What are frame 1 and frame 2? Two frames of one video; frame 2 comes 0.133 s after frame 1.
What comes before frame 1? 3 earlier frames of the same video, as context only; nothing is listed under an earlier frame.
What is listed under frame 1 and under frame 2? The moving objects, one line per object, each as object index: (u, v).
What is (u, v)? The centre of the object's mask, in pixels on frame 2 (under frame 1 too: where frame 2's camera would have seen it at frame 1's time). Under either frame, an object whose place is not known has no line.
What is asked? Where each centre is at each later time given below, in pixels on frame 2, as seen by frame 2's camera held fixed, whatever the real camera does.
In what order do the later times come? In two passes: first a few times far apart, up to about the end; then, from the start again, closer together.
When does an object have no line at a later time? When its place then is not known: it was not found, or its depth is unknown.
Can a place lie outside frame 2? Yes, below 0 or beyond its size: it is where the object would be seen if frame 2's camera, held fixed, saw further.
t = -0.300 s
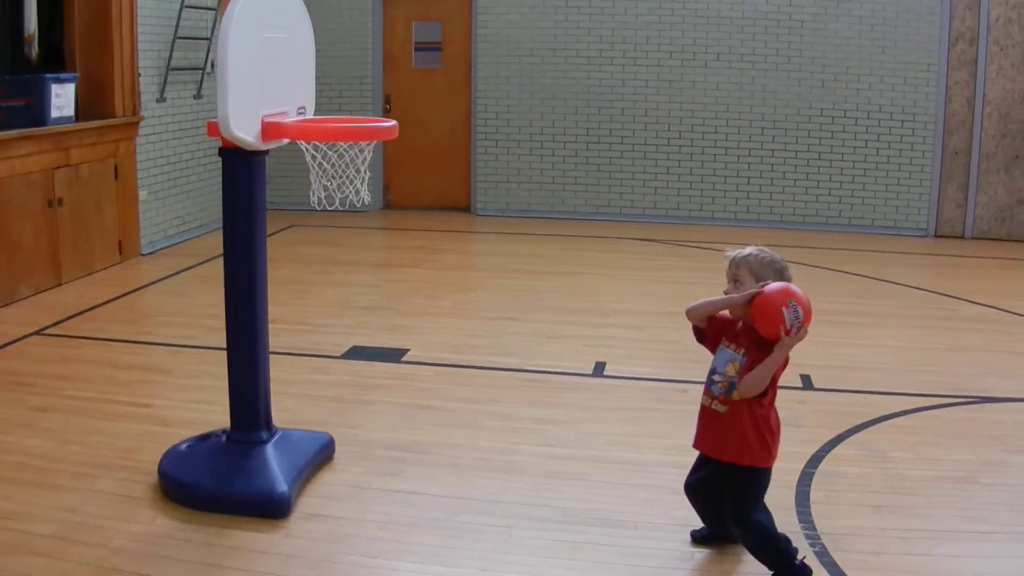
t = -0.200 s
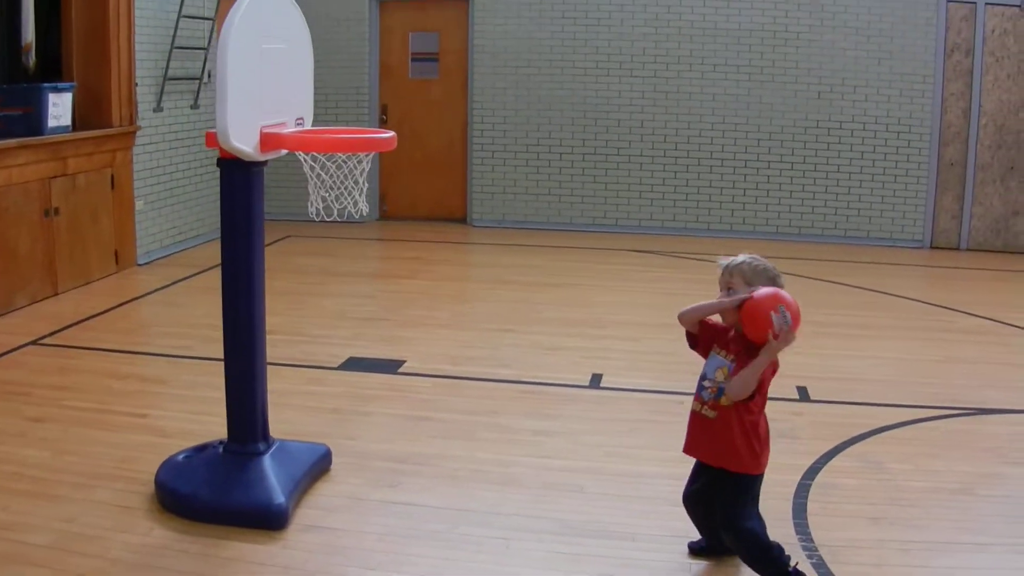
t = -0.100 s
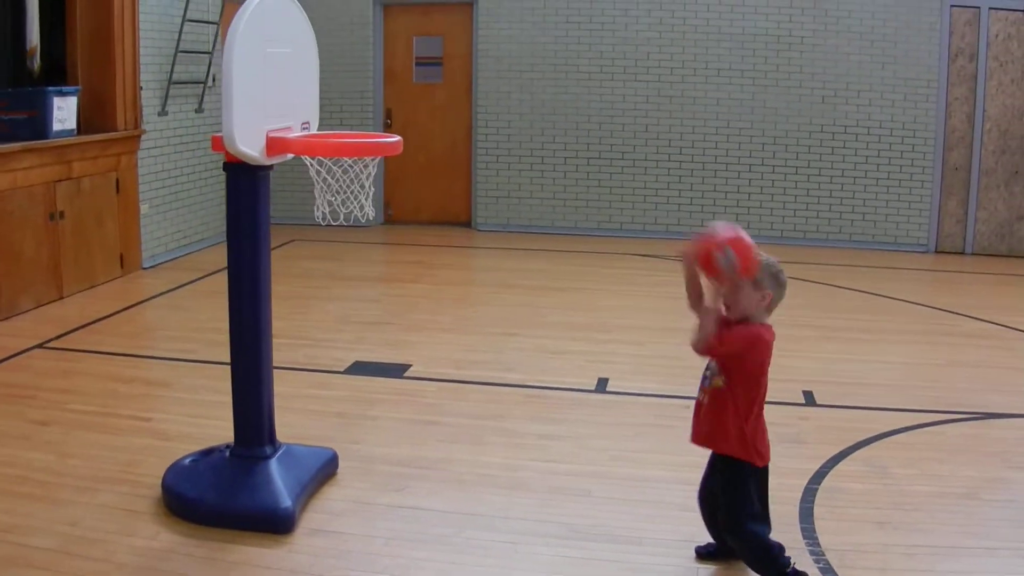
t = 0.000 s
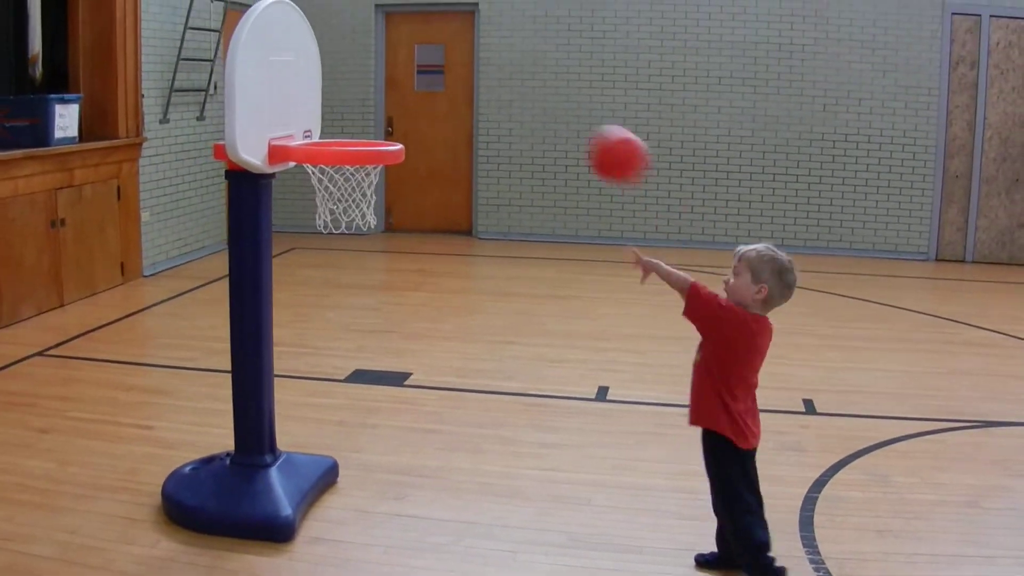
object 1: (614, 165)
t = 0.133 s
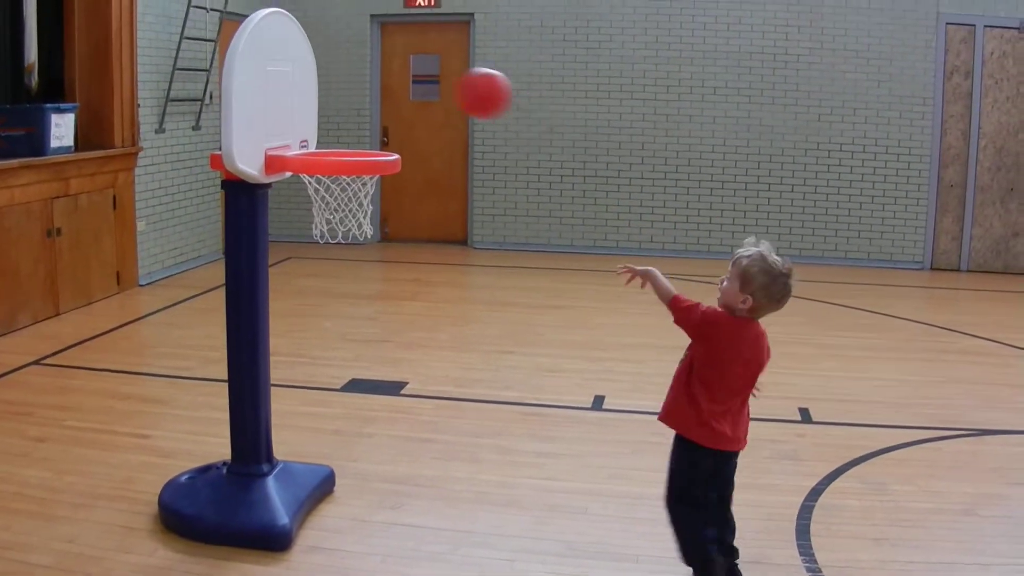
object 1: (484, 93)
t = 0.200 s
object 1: (432, 82)
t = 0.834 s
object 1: (157, 336)
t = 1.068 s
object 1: (121, 270)
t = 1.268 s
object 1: (96, 289)
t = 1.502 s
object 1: (73, 309)
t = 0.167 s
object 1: (457, 86)
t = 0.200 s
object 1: (432, 82)
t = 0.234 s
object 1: (405, 82)
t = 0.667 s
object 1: (203, 273)
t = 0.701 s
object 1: (192, 296)
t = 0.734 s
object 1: (180, 323)
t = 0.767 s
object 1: (171, 349)
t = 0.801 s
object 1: (163, 354)
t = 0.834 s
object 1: (157, 336)
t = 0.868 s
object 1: (151, 321)
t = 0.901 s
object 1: (145, 308)
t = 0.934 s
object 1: (139, 296)
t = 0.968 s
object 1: (134, 287)
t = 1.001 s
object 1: (128, 280)
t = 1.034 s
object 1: (124, 274)
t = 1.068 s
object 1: (121, 270)
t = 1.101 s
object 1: (115, 268)
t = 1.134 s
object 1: (111, 269)
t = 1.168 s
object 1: (105, 271)
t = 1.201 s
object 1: (103, 275)
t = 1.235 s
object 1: (100, 281)
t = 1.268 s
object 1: (96, 289)
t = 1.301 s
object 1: (94, 298)
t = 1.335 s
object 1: (90, 309)
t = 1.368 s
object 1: (86, 322)
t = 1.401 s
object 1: (83, 335)
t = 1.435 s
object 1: (79, 325)
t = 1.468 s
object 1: (76, 316)
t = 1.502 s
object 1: (73, 309)
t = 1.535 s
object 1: (70, 304)
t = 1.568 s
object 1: (66, 300)
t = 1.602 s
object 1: (63, 298)
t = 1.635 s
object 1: (60, 299)
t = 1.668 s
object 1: (57, 300)
